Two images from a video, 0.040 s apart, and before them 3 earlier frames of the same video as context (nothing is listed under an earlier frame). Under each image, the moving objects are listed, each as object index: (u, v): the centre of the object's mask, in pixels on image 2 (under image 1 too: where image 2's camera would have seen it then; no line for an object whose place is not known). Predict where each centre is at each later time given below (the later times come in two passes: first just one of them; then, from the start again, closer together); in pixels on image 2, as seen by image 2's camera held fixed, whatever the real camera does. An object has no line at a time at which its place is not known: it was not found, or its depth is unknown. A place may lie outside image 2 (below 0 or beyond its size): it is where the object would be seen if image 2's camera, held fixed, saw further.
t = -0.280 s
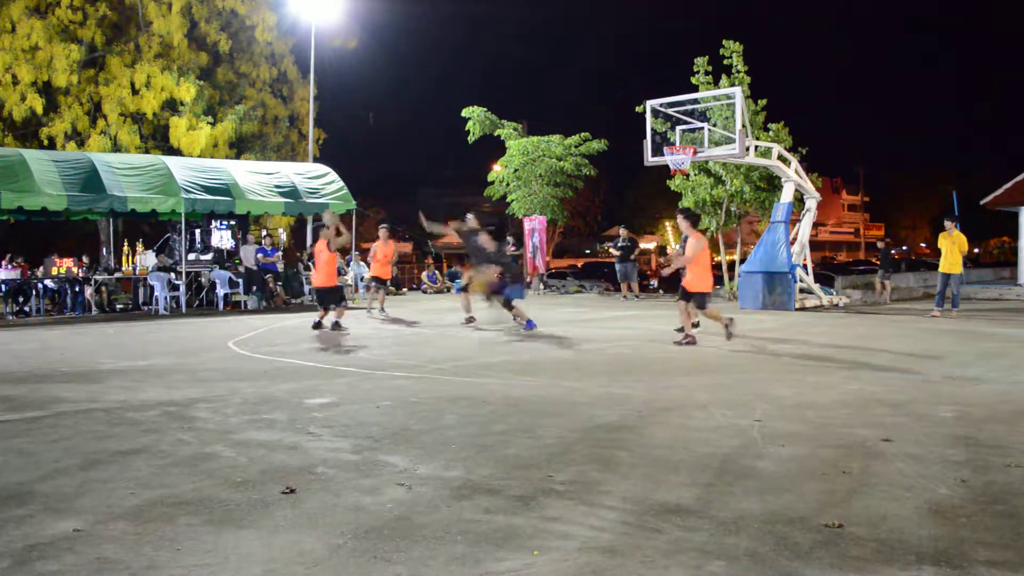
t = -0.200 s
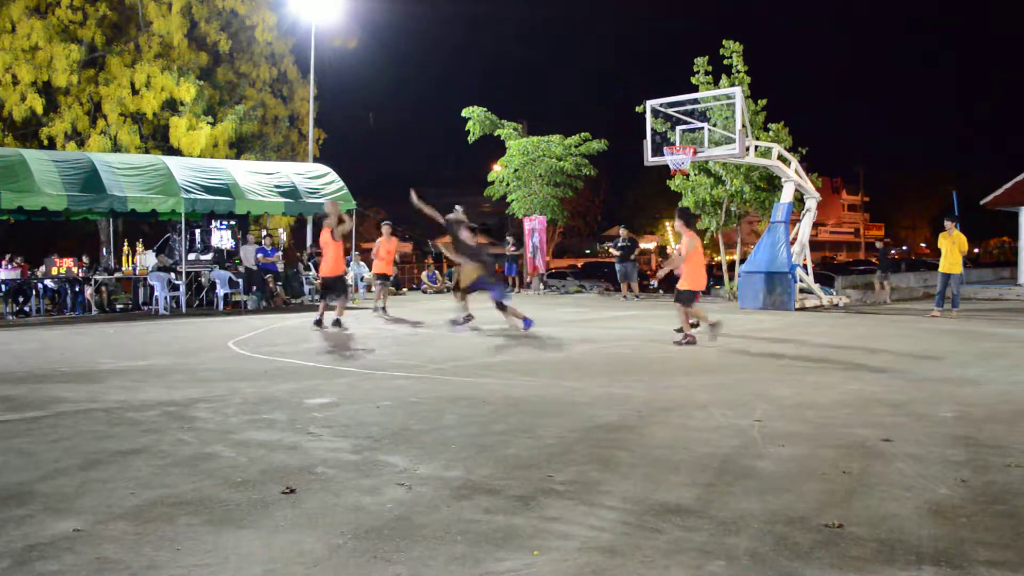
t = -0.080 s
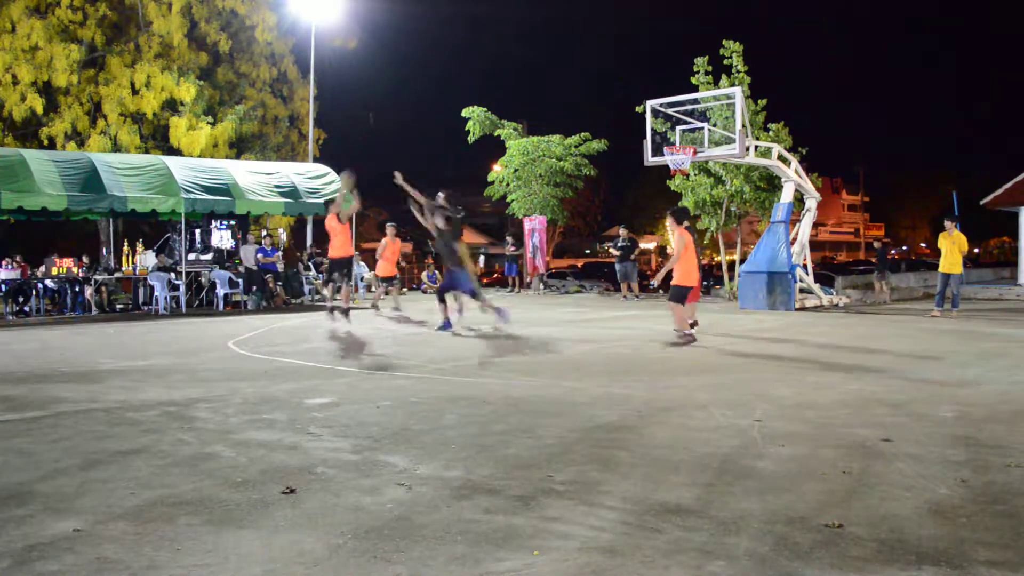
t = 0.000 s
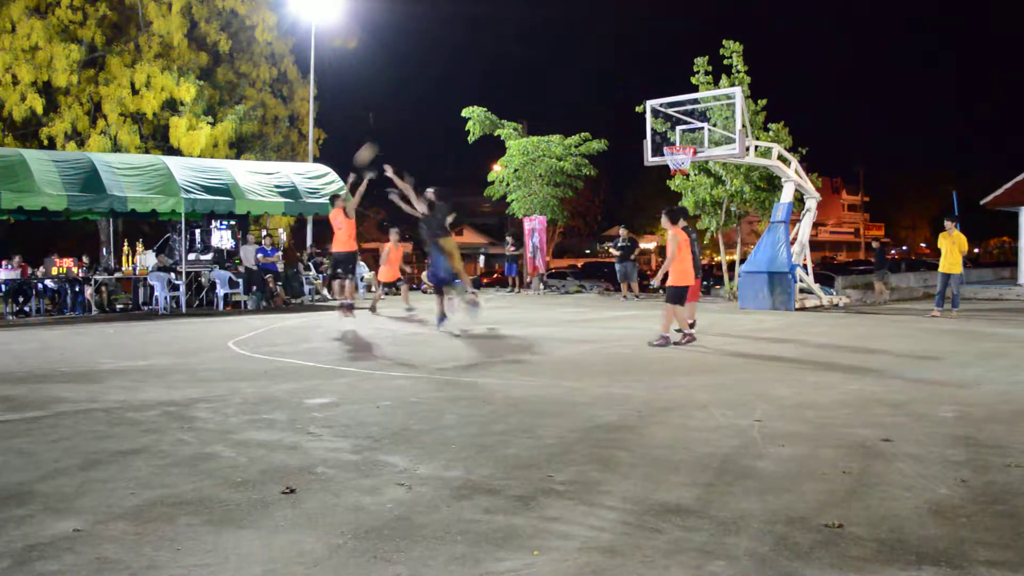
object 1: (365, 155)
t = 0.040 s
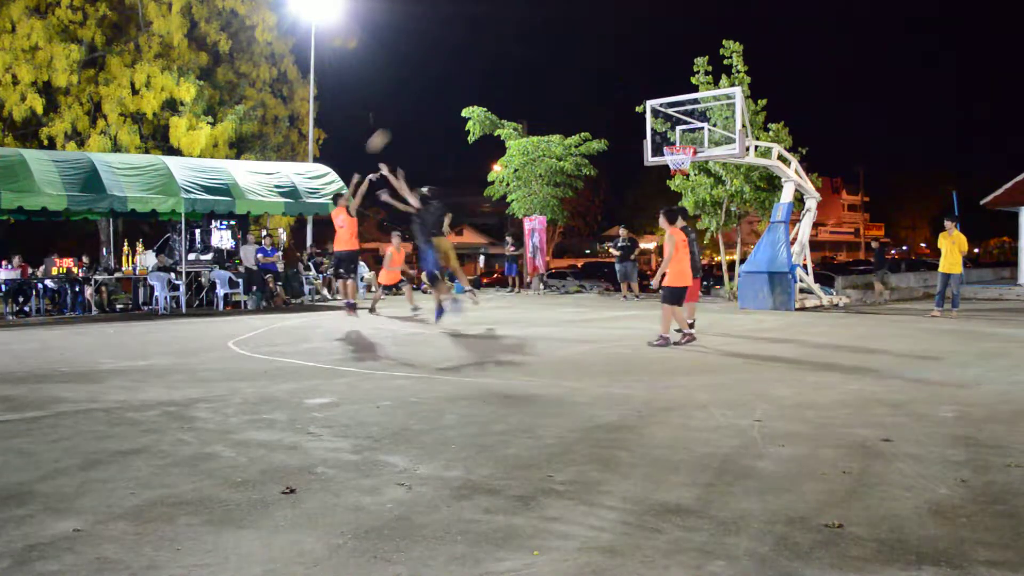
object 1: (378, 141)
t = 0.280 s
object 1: (450, 82)
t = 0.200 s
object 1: (426, 98)
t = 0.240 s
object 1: (438, 90)
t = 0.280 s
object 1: (450, 82)
